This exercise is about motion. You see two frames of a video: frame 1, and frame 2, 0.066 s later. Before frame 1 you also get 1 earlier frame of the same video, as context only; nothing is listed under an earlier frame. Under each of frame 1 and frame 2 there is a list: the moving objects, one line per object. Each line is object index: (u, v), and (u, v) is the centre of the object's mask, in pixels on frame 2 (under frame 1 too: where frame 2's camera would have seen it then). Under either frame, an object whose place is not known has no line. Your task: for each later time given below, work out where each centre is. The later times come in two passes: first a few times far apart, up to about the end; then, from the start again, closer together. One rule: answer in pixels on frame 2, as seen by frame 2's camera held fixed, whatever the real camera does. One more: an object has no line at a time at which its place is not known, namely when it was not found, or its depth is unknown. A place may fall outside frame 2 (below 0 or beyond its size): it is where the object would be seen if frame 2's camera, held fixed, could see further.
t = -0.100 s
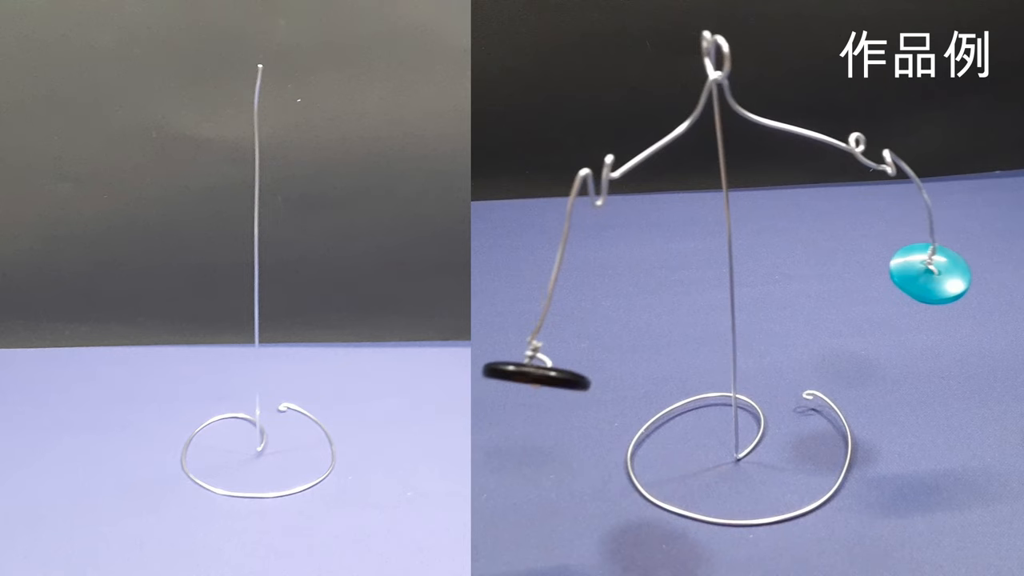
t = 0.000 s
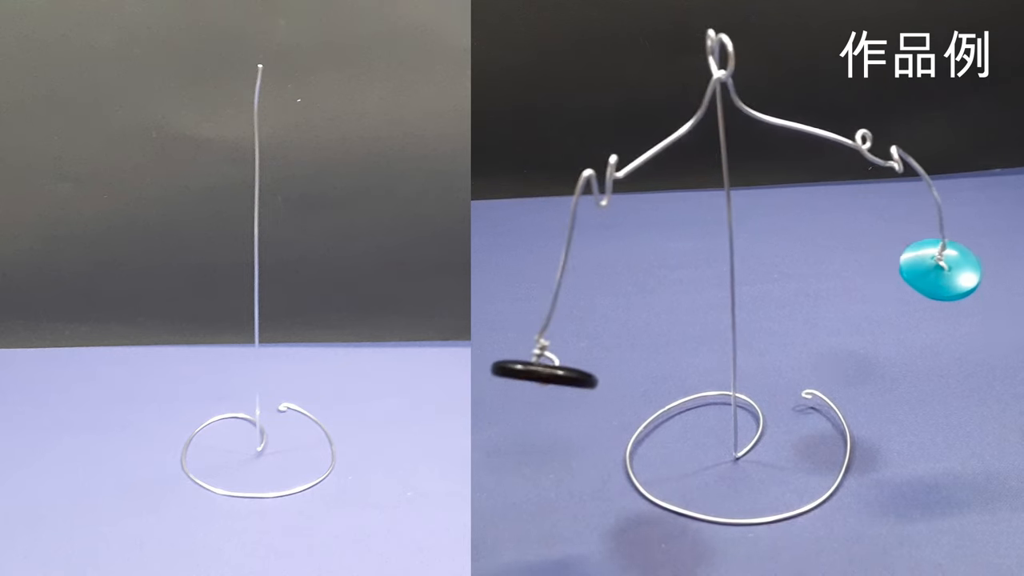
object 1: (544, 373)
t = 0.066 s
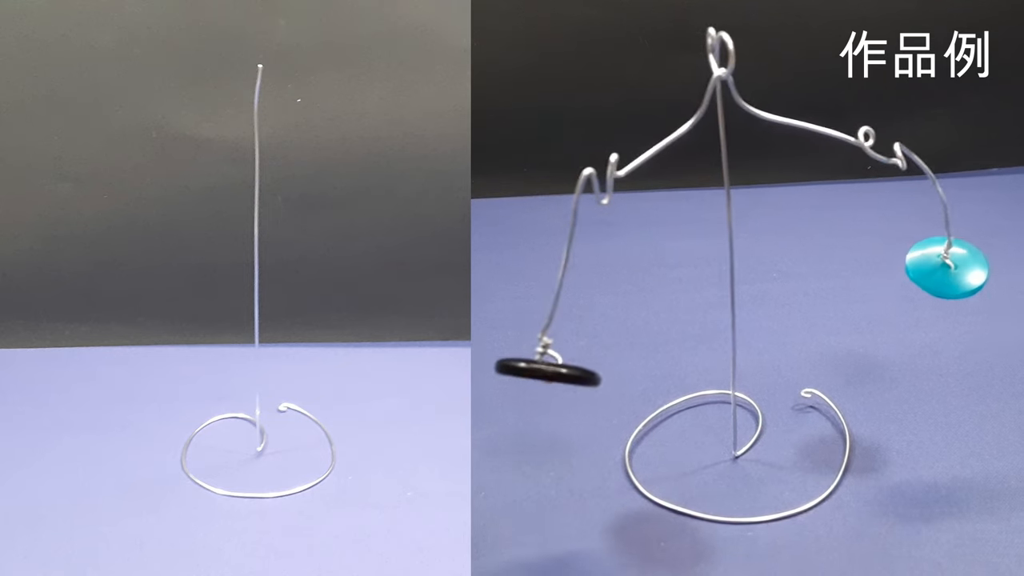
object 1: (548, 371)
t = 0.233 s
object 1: (539, 364)
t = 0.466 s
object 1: (520, 352)
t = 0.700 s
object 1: (531, 347)
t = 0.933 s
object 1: (535, 347)
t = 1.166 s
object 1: (532, 342)
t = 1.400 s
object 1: (537, 335)
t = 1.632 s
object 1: (541, 332)
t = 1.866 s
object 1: (547, 324)
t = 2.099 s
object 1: (549, 321)
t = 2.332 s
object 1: (555, 316)
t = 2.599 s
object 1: (557, 313)
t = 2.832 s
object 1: (555, 317)
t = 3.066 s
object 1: (556, 316)
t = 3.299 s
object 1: (553, 317)
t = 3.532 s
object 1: (556, 314)
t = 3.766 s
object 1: (555, 312)
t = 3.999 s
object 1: (555, 315)
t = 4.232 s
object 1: (557, 313)
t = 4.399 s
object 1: (561, 307)
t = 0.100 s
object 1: (548, 369)
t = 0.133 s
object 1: (548, 368)
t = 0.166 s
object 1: (546, 366)
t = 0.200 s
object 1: (542, 365)
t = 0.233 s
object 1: (539, 364)
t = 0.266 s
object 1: (536, 363)
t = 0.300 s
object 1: (533, 362)
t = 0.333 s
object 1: (529, 362)
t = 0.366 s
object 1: (524, 361)
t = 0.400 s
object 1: (521, 358)
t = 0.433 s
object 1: (520, 355)
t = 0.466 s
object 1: (520, 352)
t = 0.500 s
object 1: (521, 349)
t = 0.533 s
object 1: (521, 348)
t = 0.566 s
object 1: (521, 348)
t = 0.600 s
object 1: (523, 348)
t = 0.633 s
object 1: (526, 347)
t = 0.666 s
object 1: (529, 346)
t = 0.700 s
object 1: (531, 347)
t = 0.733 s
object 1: (532, 349)
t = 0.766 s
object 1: (533, 351)
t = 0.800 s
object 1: (534, 352)
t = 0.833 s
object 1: (535, 351)
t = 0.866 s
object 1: (536, 350)
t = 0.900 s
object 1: (535, 348)
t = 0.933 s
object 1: (535, 347)
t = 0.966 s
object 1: (534, 345)
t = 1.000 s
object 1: (534, 344)
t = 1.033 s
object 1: (533, 343)
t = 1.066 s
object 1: (533, 344)
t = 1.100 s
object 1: (533, 343)
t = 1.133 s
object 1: (532, 343)
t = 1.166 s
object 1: (532, 342)
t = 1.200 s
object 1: (533, 340)
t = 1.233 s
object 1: (535, 337)
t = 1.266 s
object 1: (535, 334)
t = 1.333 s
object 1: (536, 335)
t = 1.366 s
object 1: (536, 336)
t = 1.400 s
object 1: (537, 335)
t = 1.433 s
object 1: (538, 334)
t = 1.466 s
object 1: (539, 334)
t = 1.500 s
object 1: (539, 334)
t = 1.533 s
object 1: (540, 334)
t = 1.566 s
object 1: (540, 333)
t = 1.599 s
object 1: (540, 333)
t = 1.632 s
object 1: (541, 332)
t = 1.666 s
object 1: (542, 331)
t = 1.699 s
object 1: (543, 330)
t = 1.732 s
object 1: (544, 328)
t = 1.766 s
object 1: (544, 328)
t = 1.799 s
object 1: (546, 326)
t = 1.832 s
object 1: (547, 324)
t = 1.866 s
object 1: (547, 324)
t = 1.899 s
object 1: (547, 322)
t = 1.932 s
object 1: (547, 321)
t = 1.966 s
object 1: (548, 320)
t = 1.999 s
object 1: (548, 320)
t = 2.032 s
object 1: (549, 320)
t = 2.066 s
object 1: (549, 320)
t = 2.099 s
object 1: (549, 321)
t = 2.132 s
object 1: (549, 321)
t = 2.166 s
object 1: (550, 321)
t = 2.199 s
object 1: (551, 320)
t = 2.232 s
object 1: (552, 318)
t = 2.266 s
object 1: (553, 318)
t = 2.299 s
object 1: (554, 317)
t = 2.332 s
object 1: (555, 316)
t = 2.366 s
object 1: (556, 315)
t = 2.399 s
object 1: (557, 315)
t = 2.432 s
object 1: (558, 314)
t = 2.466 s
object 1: (558, 313)
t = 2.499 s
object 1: (558, 313)
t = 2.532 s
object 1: (558, 312)
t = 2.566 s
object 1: (558, 313)
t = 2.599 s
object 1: (557, 313)
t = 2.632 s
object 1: (557, 314)
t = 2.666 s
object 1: (556, 315)
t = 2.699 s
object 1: (556, 316)
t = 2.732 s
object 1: (556, 316)
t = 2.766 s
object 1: (556, 317)
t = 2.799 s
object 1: (556, 318)
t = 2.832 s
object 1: (555, 317)
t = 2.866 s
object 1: (556, 317)
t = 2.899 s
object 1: (556, 317)
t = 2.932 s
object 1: (556, 317)
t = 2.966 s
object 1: (556, 316)
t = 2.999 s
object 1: (556, 316)
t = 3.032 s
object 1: (556, 315)
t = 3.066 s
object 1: (556, 316)
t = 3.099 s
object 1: (555, 315)
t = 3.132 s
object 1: (555, 316)
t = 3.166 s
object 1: (554, 316)
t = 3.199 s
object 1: (554, 317)
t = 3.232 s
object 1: (553, 316)
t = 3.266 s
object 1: (553, 316)
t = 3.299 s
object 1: (553, 317)
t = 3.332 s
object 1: (553, 316)
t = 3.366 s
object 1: (553, 317)
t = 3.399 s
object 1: (554, 316)
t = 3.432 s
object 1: (554, 315)
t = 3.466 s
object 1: (555, 314)
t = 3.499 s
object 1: (555, 314)
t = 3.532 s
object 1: (556, 314)
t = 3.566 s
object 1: (556, 313)
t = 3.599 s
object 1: (556, 313)
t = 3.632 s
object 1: (555, 315)
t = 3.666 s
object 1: (555, 316)
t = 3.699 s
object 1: (554, 315)
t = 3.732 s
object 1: (555, 312)
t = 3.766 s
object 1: (555, 312)
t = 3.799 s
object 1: (556, 311)
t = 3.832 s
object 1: (556, 313)
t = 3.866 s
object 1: (555, 318)
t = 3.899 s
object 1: (553, 318)
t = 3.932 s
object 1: (552, 317)
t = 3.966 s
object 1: (553, 315)
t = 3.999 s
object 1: (555, 315)
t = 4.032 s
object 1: (556, 316)
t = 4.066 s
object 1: (555, 316)
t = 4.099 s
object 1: (556, 316)
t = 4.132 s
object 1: (557, 316)
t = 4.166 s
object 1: (557, 314)
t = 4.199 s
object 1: (557, 312)
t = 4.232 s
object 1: (557, 313)
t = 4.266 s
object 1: (557, 314)
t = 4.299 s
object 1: (557, 312)
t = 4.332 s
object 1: (558, 308)
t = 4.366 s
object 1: (561, 307)
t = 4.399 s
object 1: (561, 307)
